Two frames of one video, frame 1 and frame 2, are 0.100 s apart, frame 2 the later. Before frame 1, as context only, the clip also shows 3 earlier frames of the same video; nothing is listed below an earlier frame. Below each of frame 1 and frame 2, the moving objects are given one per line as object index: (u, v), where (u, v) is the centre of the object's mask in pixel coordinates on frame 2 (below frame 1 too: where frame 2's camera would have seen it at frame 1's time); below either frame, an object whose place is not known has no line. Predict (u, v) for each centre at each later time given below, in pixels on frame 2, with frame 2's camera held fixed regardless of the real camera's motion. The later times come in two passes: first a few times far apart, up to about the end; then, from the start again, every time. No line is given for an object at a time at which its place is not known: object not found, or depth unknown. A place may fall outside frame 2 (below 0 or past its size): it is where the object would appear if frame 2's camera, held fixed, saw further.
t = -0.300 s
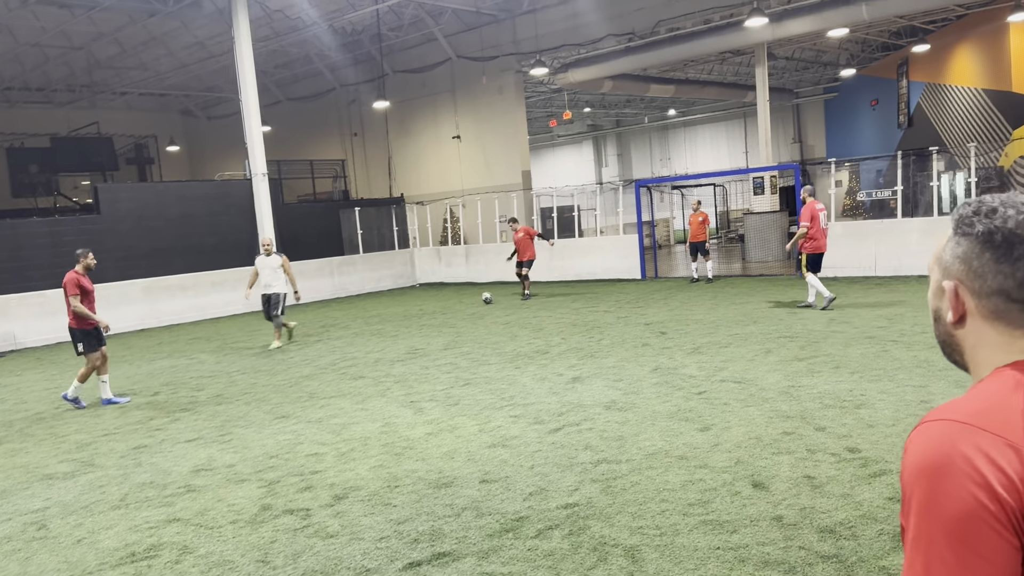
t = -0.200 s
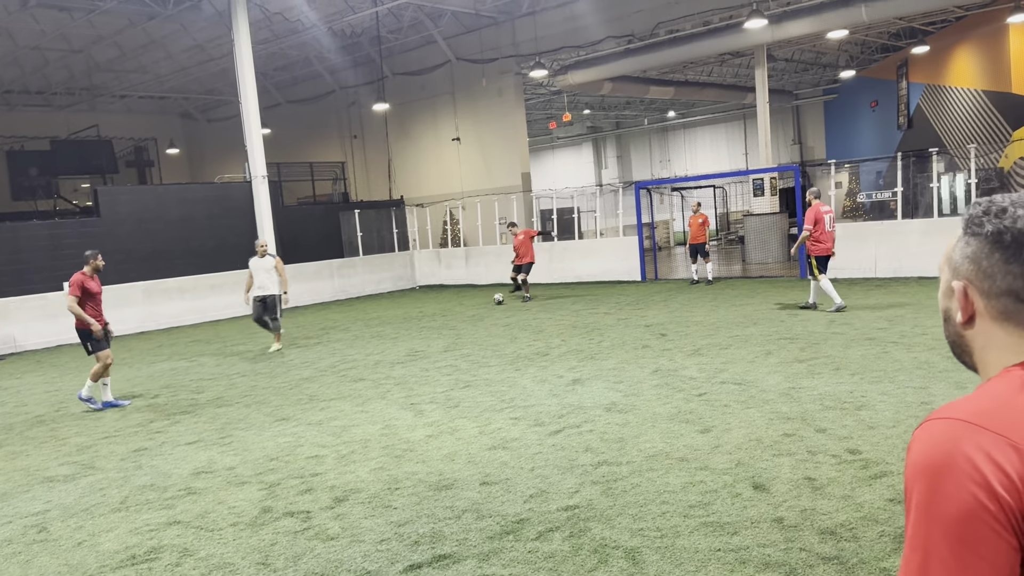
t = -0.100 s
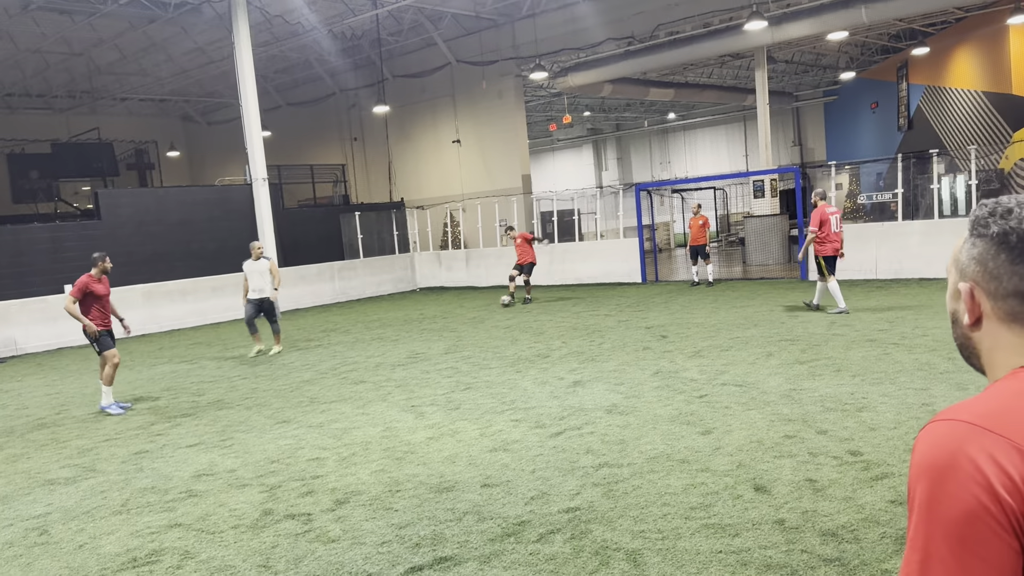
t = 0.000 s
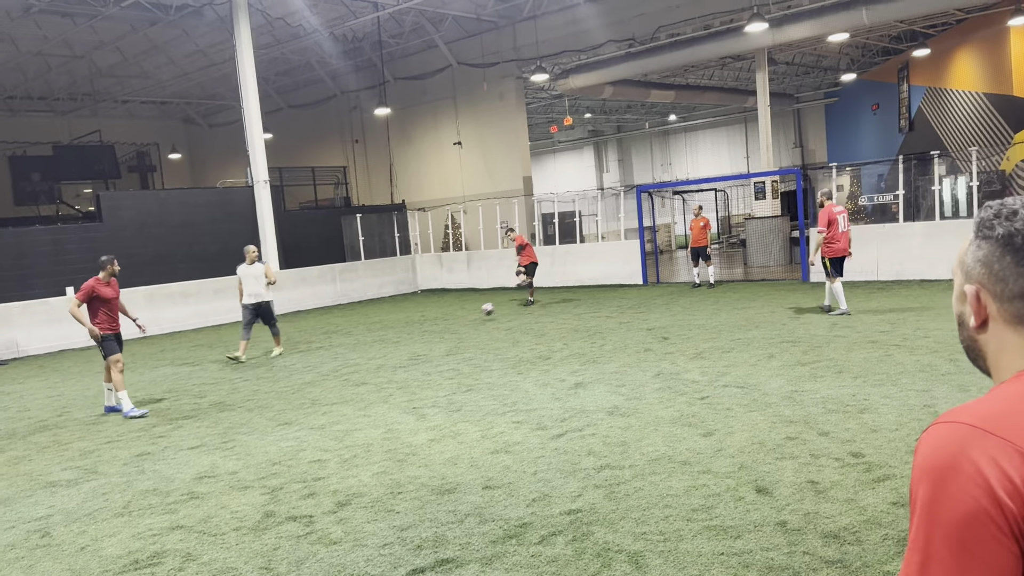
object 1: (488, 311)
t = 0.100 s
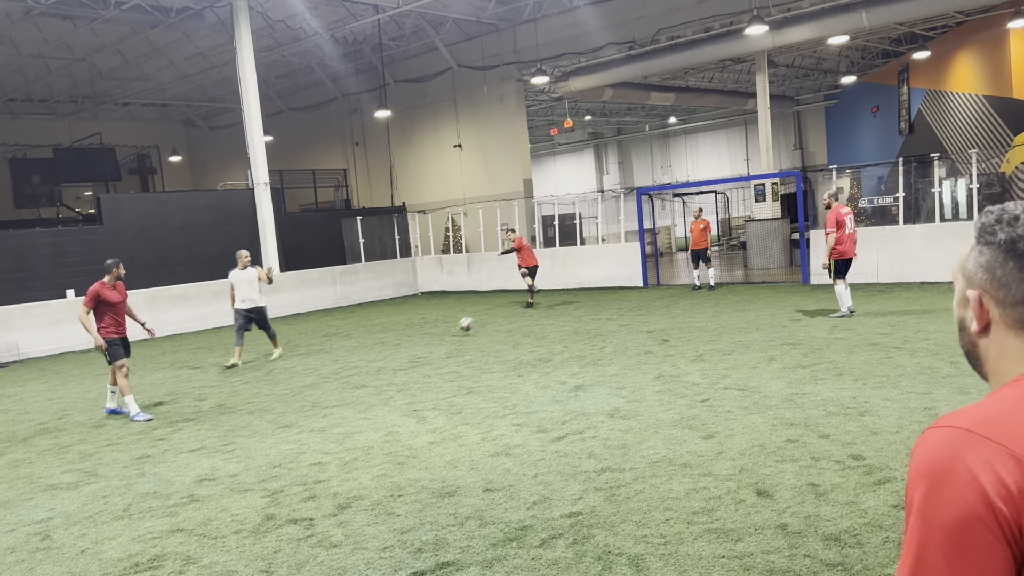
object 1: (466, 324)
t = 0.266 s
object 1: (423, 346)
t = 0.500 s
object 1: (345, 391)
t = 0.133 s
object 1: (457, 331)
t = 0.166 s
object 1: (449, 338)
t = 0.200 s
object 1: (440, 340)
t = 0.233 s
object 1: (431, 343)
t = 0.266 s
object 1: (423, 346)
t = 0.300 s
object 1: (412, 351)
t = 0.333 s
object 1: (403, 357)
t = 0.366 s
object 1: (392, 365)
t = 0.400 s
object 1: (380, 376)
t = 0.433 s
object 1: (367, 384)
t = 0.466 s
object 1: (357, 387)
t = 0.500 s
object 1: (345, 391)
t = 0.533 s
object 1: (332, 398)
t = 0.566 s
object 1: (318, 406)
